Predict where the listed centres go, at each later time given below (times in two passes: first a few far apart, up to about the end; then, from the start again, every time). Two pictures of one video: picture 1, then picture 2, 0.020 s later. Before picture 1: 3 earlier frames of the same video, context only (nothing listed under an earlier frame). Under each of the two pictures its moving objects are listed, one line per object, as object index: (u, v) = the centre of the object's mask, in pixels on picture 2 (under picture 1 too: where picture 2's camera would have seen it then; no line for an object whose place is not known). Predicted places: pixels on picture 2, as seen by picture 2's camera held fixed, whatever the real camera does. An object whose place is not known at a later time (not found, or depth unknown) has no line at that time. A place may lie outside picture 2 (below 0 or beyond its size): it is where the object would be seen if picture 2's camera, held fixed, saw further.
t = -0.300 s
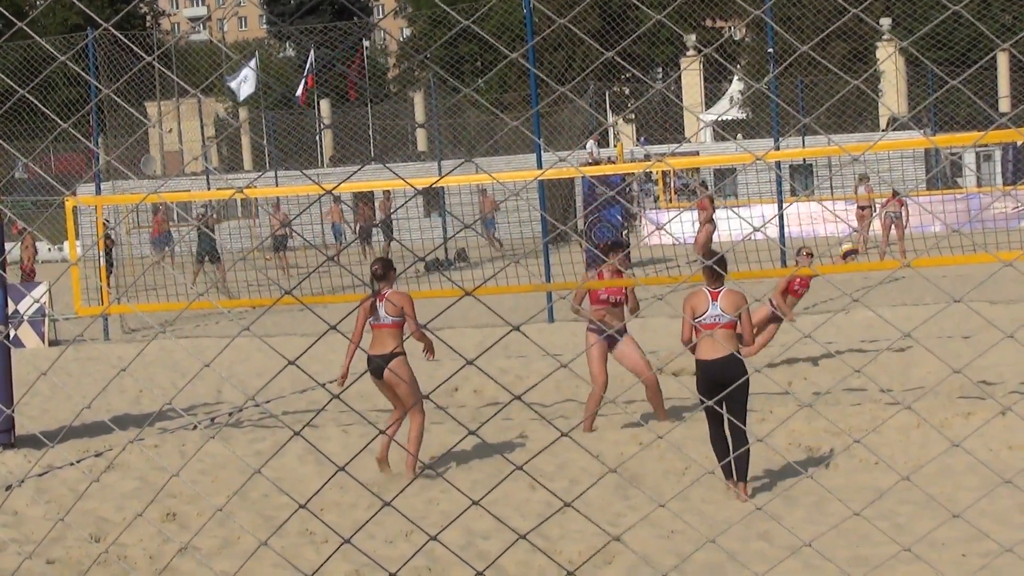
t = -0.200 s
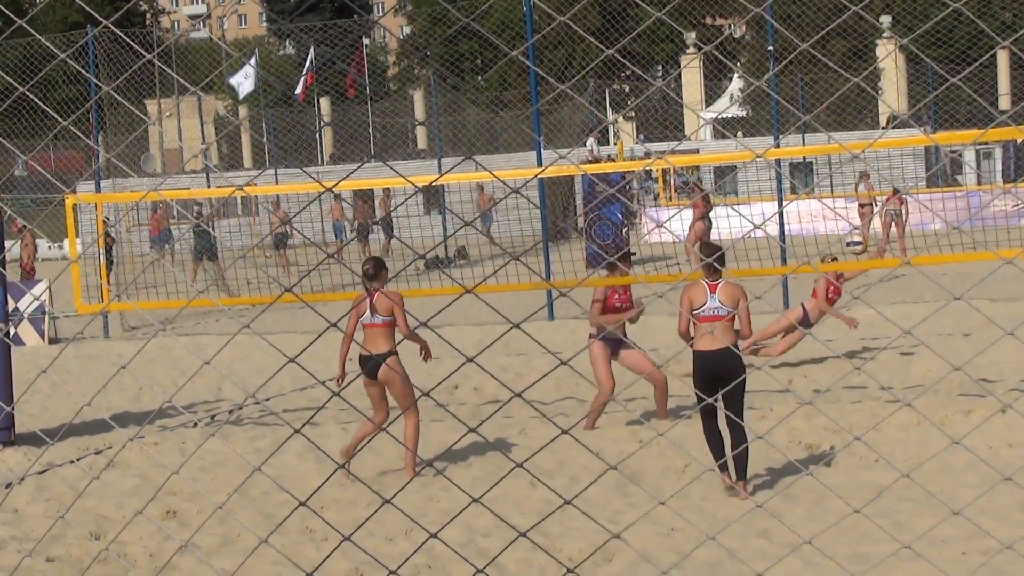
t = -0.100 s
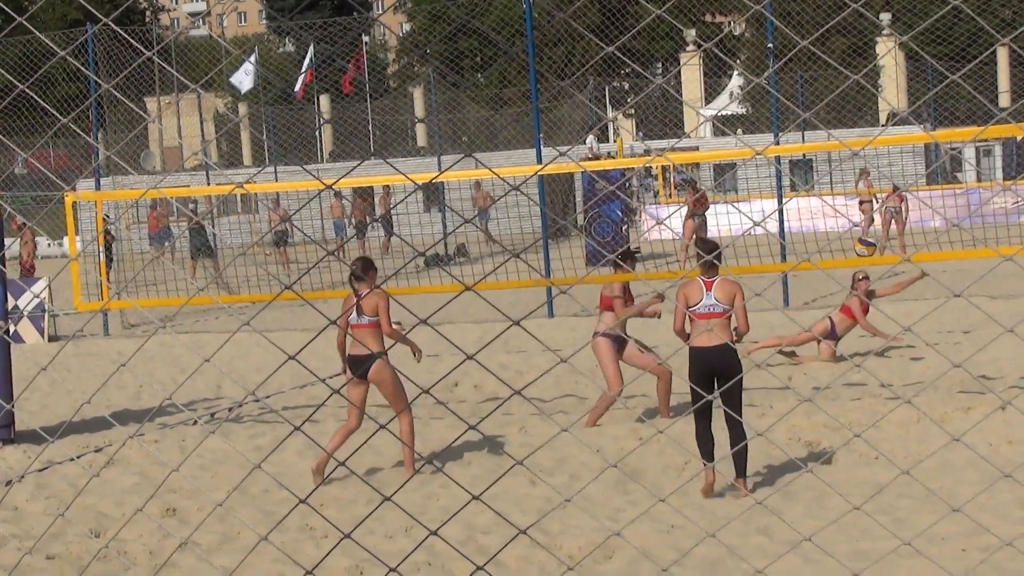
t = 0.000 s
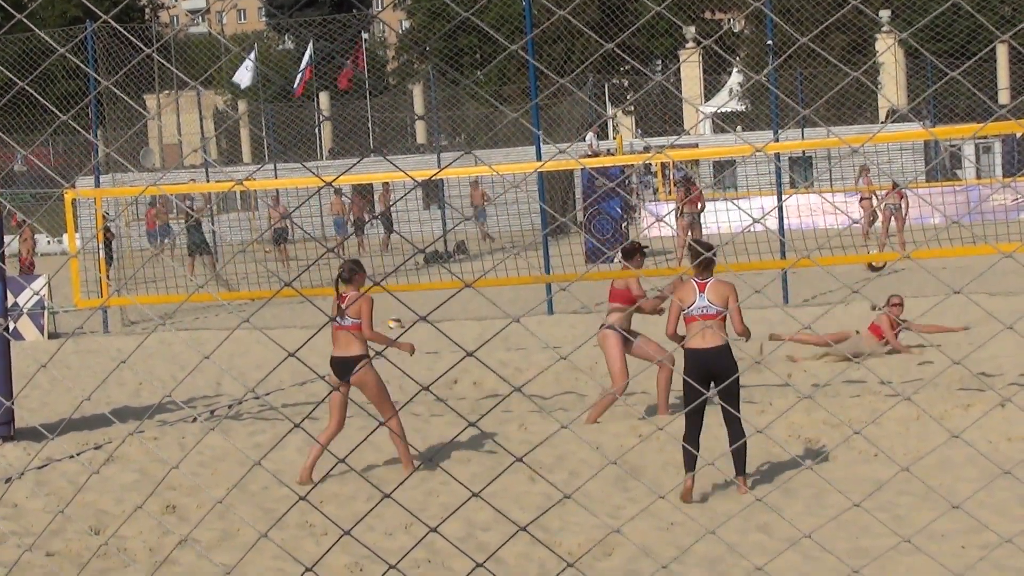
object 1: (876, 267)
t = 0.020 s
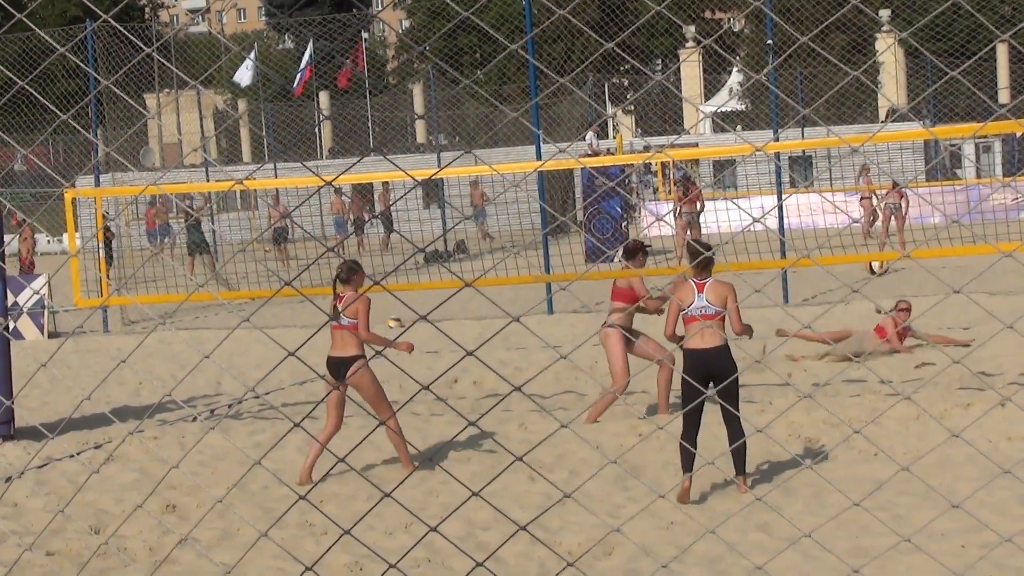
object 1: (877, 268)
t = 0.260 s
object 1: (908, 364)
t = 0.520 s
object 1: (884, 373)
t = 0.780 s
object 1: (844, 400)
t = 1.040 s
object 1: (810, 433)
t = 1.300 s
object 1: (795, 442)
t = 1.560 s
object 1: (782, 450)
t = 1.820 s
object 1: (774, 457)
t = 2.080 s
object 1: (764, 459)
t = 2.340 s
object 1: (751, 461)
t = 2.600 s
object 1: (751, 463)
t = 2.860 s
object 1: (751, 463)
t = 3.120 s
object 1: (747, 464)
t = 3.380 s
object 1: (742, 465)
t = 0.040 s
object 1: (880, 271)
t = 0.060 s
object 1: (882, 276)
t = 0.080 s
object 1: (884, 282)
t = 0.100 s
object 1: (887, 289)
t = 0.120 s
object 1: (889, 297)
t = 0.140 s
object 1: (892, 305)
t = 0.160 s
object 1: (894, 313)
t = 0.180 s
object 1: (896, 320)
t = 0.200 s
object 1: (898, 331)
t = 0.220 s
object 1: (902, 341)
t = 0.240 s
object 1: (905, 353)
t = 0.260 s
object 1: (908, 364)
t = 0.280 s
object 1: (911, 376)
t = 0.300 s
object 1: (914, 388)
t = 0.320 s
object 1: (916, 396)
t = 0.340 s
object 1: (913, 396)
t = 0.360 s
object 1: (910, 394)
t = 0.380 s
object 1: (906, 391)
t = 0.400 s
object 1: (903, 387)
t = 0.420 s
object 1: (900, 384)
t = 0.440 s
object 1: (897, 382)
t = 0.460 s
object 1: (893, 378)
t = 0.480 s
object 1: (890, 376)
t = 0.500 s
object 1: (887, 374)
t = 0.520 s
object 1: (884, 373)
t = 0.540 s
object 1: (880, 372)
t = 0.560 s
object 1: (877, 371)
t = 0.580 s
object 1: (874, 370)
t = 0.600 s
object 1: (871, 372)
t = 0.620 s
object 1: (869, 374)
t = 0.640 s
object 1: (865, 375)
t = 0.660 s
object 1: (861, 377)
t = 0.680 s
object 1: (859, 380)
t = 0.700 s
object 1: (856, 383)
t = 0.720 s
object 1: (853, 386)
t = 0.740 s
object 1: (850, 390)
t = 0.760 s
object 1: (847, 394)
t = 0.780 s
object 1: (844, 400)
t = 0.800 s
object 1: (841, 407)
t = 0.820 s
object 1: (838, 414)
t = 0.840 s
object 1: (834, 419)
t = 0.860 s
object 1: (832, 421)
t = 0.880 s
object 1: (829, 422)
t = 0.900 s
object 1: (827, 423)
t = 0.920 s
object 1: (824, 424)
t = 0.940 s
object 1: (822, 424)
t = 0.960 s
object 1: (819, 425)
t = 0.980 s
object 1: (816, 428)
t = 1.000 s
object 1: (814, 430)
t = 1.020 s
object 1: (811, 432)
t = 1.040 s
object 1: (810, 433)
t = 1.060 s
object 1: (809, 432)
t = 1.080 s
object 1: (808, 432)
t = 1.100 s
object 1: (806, 433)
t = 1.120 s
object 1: (805, 433)
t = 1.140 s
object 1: (804, 435)
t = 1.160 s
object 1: (803, 437)
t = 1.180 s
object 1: (802, 438)
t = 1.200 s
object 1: (801, 440)
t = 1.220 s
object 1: (800, 440)
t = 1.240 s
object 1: (799, 441)
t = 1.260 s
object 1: (798, 442)
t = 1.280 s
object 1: (796, 441)
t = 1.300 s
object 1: (795, 442)
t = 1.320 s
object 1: (794, 445)
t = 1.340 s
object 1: (793, 447)
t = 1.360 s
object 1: (792, 449)
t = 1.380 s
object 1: (791, 449)
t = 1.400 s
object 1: (791, 449)
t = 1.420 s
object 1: (789, 449)
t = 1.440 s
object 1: (788, 448)
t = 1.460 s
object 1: (786, 448)
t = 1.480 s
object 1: (786, 449)
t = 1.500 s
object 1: (785, 449)
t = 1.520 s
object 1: (784, 450)
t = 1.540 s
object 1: (783, 450)
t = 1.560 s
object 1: (782, 450)
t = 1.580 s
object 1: (781, 451)
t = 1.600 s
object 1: (780, 452)
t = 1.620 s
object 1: (779, 453)
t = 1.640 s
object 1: (778, 454)
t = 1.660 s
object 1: (777, 454)
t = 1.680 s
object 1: (777, 455)
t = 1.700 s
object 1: (776, 456)
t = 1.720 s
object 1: (775, 457)
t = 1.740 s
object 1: (775, 456)
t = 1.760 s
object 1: (775, 456)
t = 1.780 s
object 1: (775, 456)
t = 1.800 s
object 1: (774, 457)
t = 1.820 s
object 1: (774, 457)
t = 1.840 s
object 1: (774, 458)
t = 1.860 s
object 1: (774, 458)
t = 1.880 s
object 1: (774, 459)
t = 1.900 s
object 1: (774, 459)
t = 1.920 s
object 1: (773, 459)
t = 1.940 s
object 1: (772, 459)
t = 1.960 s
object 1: (771, 459)
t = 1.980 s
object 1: (770, 459)
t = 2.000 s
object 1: (769, 459)
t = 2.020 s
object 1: (768, 459)
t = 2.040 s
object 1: (767, 459)
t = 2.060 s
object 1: (765, 459)
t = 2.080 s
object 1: (764, 459)
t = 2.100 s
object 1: (763, 459)
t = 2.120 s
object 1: (763, 459)
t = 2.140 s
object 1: (761, 460)
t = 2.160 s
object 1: (760, 460)
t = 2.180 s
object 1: (759, 460)
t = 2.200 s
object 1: (758, 461)
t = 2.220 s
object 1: (757, 461)
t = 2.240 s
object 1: (756, 461)
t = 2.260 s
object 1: (754, 461)
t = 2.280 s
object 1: (753, 461)
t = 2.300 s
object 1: (752, 461)
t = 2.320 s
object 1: (752, 461)
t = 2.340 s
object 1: (751, 461)
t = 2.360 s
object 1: (751, 461)
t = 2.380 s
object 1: (750, 461)
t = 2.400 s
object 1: (750, 461)
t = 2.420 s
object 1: (750, 461)
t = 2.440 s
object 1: (749, 461)
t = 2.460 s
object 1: (749, 462)
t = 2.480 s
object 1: (749, 462)
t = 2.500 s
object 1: (749, 462)
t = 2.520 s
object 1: (750, 462)
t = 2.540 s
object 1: (750, 462)
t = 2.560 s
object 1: (750, 462)
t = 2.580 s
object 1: (750, 463)
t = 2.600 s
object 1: (751, 463)
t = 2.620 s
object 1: (751, 464)
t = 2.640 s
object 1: (752, 464)
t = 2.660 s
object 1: (752, 464)
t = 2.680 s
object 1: (752, 464)
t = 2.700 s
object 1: (752, 464)
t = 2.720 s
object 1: (752, 464)
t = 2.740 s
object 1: (752, 463)
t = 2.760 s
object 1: (752, 463)
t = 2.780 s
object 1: (752, 463)
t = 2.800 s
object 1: (752, 463)
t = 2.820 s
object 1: (752, 463)
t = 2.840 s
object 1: (752, 463)
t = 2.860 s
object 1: (751, 463)
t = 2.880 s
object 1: (751, 464)
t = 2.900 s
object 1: (750, 464)
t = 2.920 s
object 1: (750, 464)
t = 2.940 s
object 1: (749, 464)
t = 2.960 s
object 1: (749, 464)
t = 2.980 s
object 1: (749, 464)
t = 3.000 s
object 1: (748, 464)
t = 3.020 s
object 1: (748, 464)
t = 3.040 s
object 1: (748, 464)
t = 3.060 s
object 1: (748, 464)
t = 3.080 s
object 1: (747, 464)
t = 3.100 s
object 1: (747, 464)
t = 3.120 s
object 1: (747, 464)
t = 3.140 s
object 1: (747, 464)
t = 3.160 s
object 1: (747, 465)
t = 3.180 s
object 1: (747, 465)
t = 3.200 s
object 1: (746, 465)
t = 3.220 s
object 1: (746, 464)
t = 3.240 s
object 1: (746, 464)
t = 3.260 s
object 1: (745, 464)
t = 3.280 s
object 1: (745, 465)
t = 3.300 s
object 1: (744, 465)
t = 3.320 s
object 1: (744, 465)
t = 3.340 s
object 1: (743, 465)
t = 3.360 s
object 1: (743, 466)
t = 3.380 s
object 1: (742, 465)
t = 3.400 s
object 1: (742, 466)
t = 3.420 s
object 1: (741, 466)
